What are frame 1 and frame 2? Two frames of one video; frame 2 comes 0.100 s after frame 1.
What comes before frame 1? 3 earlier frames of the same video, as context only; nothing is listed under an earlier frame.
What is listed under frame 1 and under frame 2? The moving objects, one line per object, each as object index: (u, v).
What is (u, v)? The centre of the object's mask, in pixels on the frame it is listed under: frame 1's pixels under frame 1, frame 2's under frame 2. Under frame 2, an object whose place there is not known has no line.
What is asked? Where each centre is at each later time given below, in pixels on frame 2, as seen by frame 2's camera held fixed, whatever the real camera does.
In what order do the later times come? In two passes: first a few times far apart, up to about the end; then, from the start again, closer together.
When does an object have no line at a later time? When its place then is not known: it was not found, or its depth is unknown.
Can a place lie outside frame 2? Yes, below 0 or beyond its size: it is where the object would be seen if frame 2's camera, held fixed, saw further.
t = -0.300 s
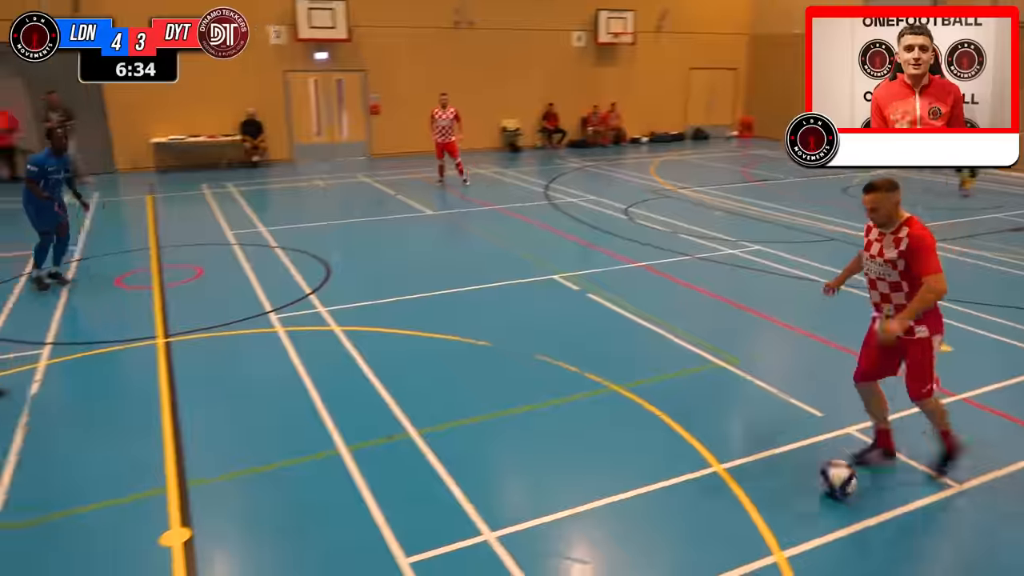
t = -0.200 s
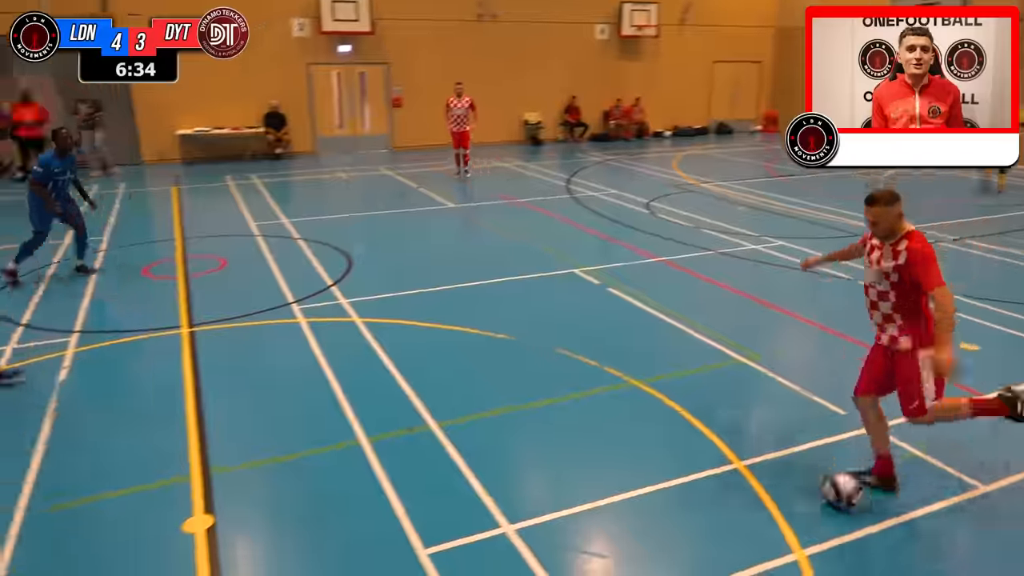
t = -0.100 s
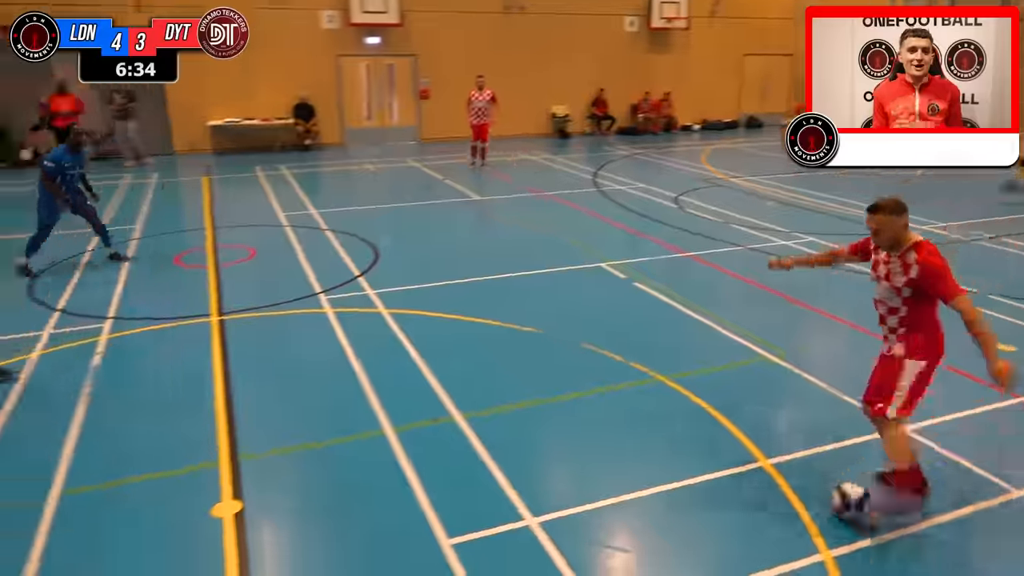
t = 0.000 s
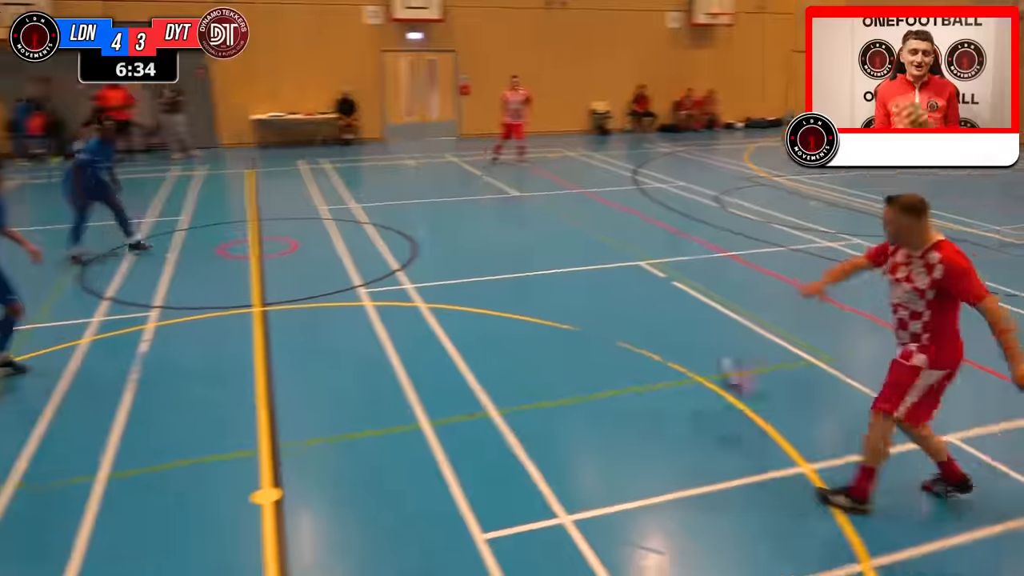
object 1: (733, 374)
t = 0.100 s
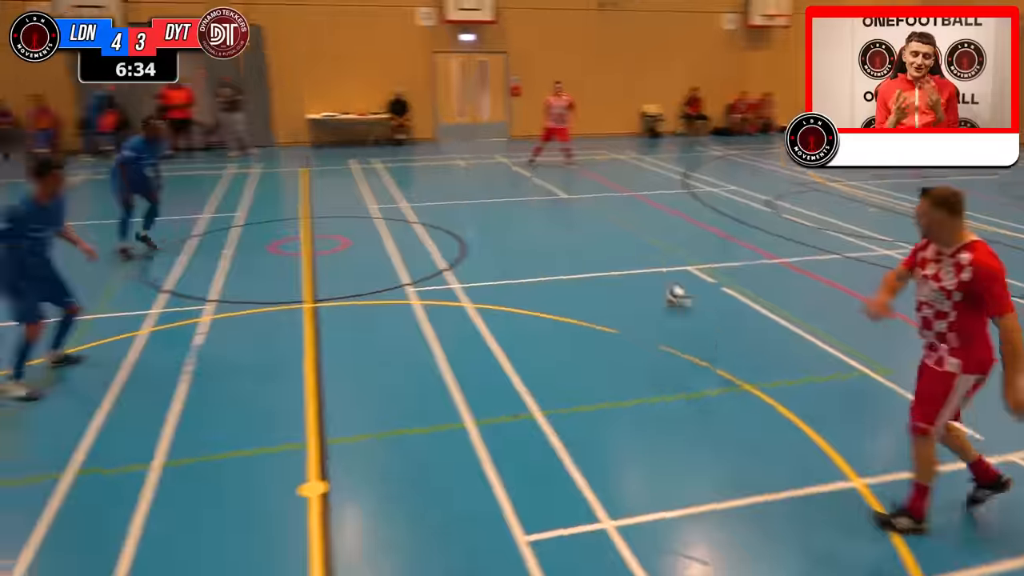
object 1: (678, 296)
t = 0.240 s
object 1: (581, 237)
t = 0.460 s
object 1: (497, 203)
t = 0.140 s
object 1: (643, 276)
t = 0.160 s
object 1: (629, 266)
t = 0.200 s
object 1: (603, 249)
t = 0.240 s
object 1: (581, 237)
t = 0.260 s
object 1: (569, 230)
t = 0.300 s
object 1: (551, 220)
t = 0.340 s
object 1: (536, 214)
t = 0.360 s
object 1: (528, 211)
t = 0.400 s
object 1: (515, 206)
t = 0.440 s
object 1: (502, 203)
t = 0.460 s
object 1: (497, 203)
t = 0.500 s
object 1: (486, 202)
